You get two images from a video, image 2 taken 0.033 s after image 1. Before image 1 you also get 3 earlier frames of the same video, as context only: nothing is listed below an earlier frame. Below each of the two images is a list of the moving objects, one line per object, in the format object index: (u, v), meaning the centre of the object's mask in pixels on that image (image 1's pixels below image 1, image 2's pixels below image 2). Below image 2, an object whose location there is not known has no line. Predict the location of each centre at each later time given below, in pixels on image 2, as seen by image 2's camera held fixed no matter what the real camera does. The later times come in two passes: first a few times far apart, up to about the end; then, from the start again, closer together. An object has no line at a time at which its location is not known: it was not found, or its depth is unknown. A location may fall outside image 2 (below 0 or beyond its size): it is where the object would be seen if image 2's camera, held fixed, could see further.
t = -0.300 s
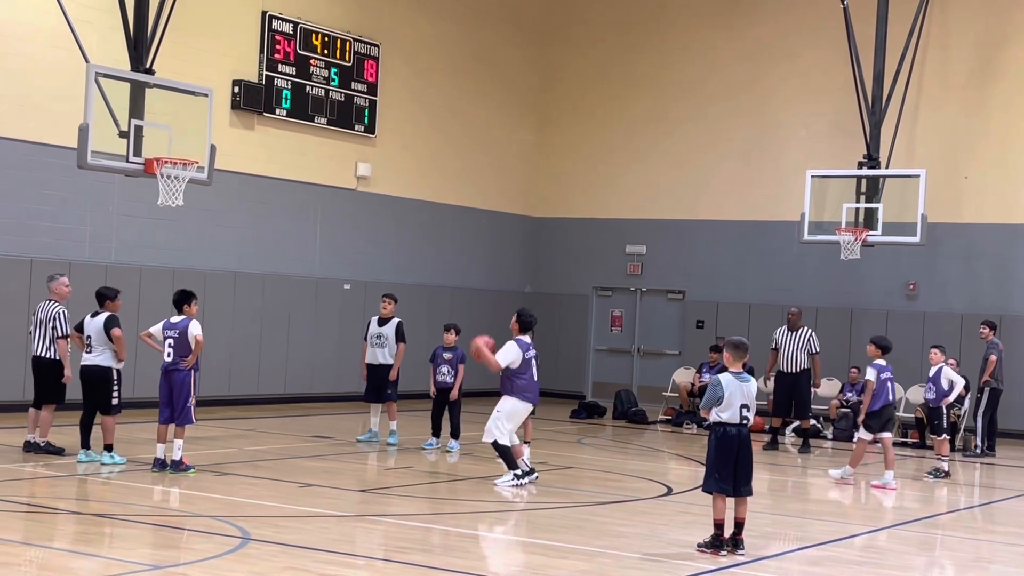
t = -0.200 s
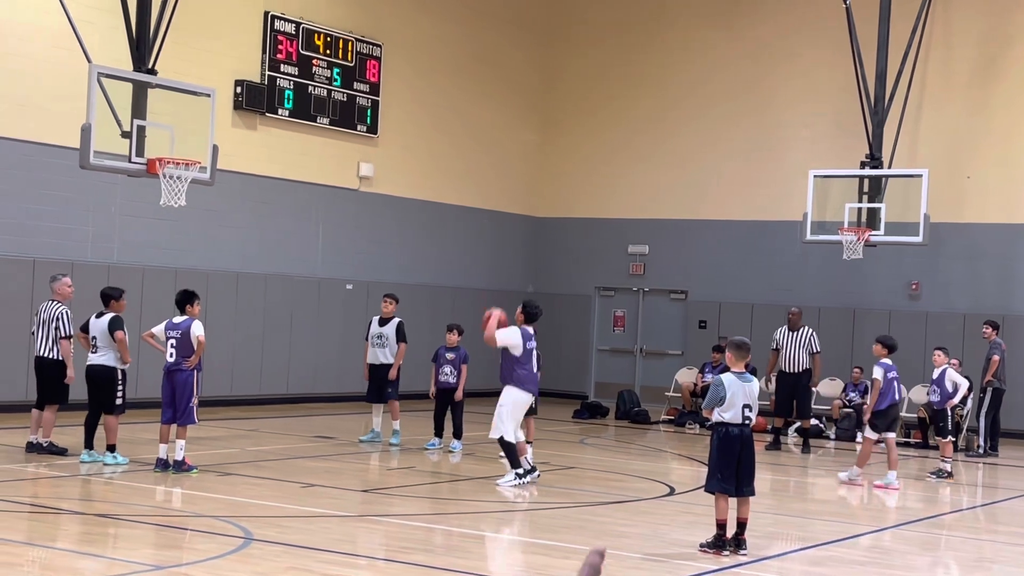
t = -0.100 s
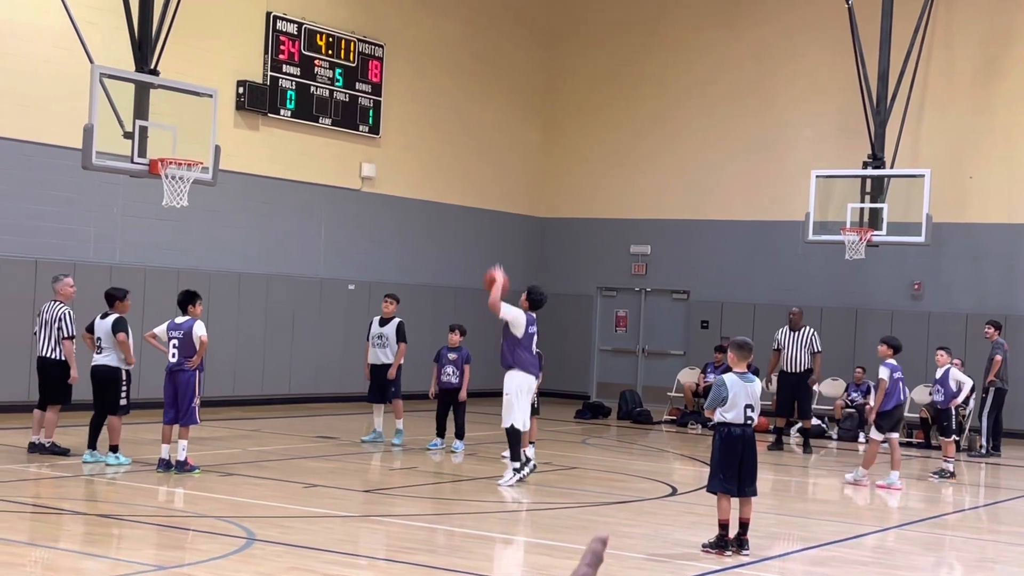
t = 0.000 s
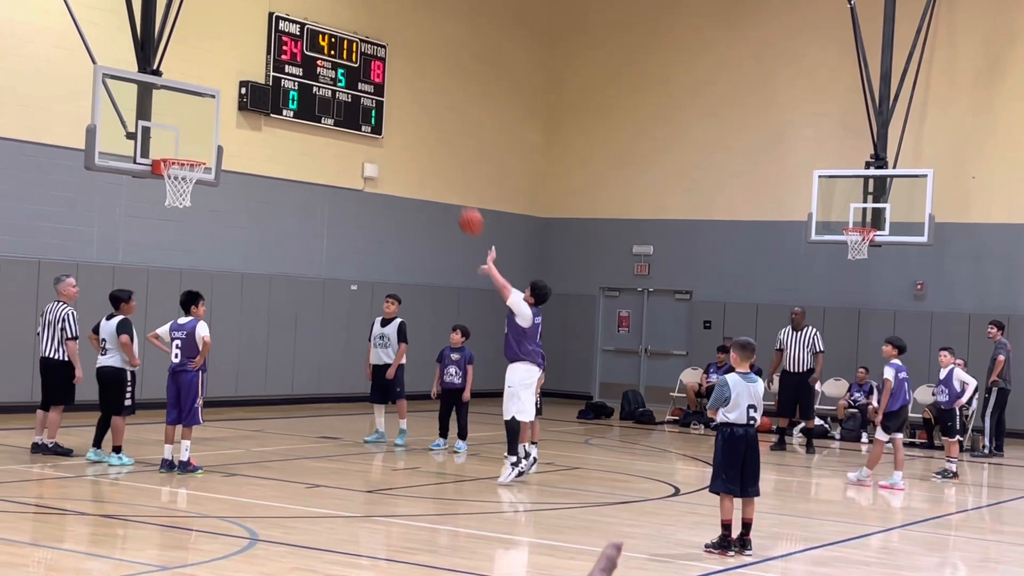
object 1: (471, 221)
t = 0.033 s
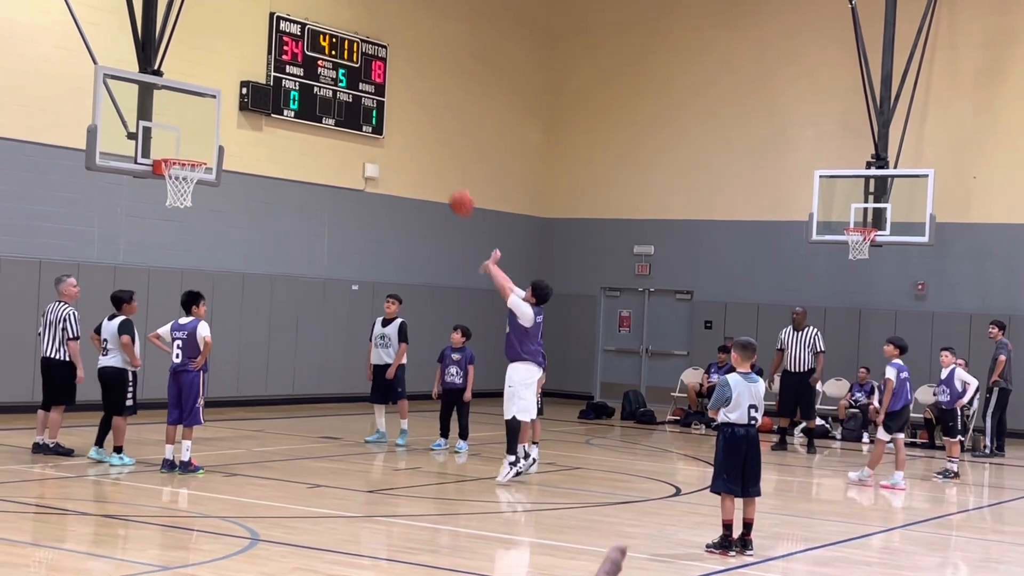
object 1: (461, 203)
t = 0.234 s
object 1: (401, 118)
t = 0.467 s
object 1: (334, 73)
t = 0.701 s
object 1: (268, 84)
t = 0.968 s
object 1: (196, 151)
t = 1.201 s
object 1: (186, 138)
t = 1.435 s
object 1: (174, 171)
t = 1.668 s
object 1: (169, 229)
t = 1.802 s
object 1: (166, 279)
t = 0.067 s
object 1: (451, 186)
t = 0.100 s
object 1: (441, 170)
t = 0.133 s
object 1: (431, 155)
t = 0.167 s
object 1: (421, 141)
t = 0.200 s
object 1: (411, 129)
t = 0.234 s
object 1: (401, 118)
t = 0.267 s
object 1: (391, 108)
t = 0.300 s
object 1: (382, 99)
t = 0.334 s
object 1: (372, 92)
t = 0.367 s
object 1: (362, 85)
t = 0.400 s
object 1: (353, 80)
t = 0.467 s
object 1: (334, 73)
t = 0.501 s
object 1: (324, 72)
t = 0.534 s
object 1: (314, 71)
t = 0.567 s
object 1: (306, 71)
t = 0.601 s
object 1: (296, 72)
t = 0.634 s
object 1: (287, 75)
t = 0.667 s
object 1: (277, 79)
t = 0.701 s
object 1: (268, 84)
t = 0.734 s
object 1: (259, 89)
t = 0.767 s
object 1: (250, 95)
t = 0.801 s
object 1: (241, 102)
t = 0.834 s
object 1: (232, 110)
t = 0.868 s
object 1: (223, 119)
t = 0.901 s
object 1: (214, 129)
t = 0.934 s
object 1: (205, 139)
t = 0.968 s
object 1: (196, 151)
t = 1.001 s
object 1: (194, 148)
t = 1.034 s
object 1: (193, 144)
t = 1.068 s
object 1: (192, 141)
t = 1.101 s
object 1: (190, 139)
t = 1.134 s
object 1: (189, 137)
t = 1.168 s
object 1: (188, 137)
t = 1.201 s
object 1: (186, 138)
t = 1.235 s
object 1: (185, 139)
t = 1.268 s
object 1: (183, 142)
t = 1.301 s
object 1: (181, 146)
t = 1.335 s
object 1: (180, 149)
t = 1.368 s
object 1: (178, 153)
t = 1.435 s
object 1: (174, 171)
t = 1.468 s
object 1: (172, 177)
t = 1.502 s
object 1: (171, 184)
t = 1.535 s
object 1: (171, 194)
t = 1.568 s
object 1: (170, 205)
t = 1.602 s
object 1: (170, 210)
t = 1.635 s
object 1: (169, 218)
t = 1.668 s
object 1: (169, 229)
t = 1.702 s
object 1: (168, 239)
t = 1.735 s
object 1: (168, 251)
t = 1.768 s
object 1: (167, 264)
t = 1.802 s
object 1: (166, 279)
